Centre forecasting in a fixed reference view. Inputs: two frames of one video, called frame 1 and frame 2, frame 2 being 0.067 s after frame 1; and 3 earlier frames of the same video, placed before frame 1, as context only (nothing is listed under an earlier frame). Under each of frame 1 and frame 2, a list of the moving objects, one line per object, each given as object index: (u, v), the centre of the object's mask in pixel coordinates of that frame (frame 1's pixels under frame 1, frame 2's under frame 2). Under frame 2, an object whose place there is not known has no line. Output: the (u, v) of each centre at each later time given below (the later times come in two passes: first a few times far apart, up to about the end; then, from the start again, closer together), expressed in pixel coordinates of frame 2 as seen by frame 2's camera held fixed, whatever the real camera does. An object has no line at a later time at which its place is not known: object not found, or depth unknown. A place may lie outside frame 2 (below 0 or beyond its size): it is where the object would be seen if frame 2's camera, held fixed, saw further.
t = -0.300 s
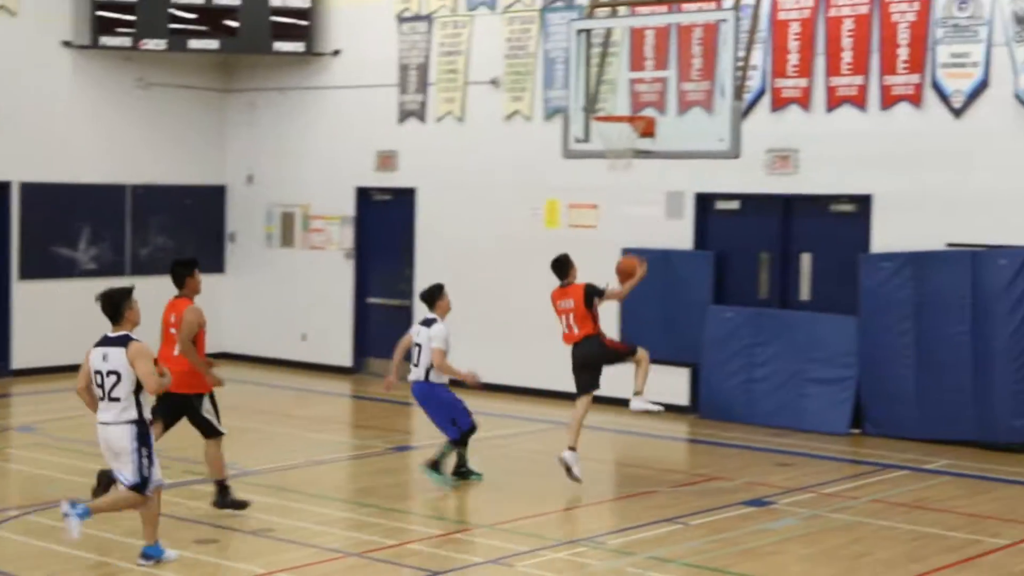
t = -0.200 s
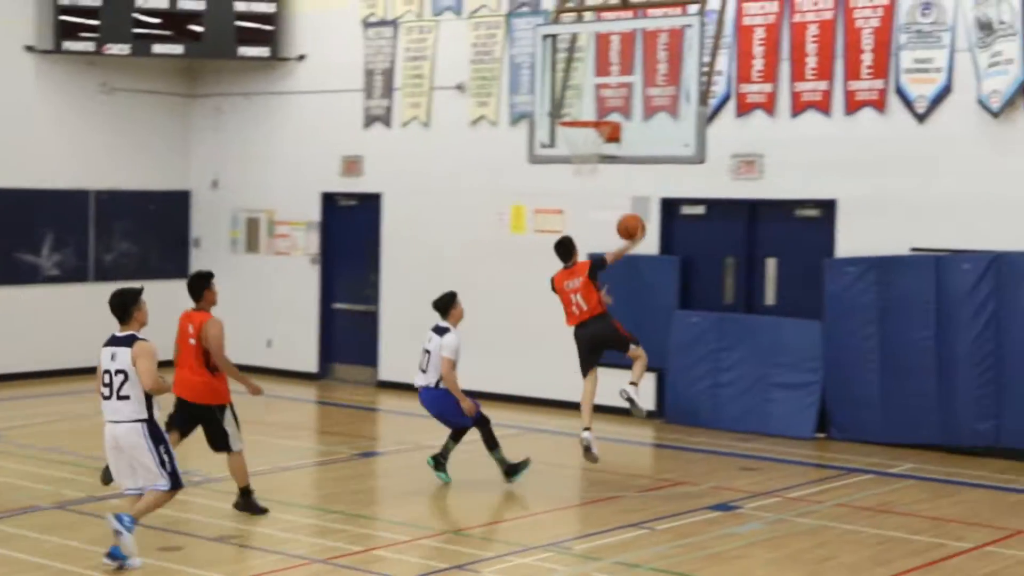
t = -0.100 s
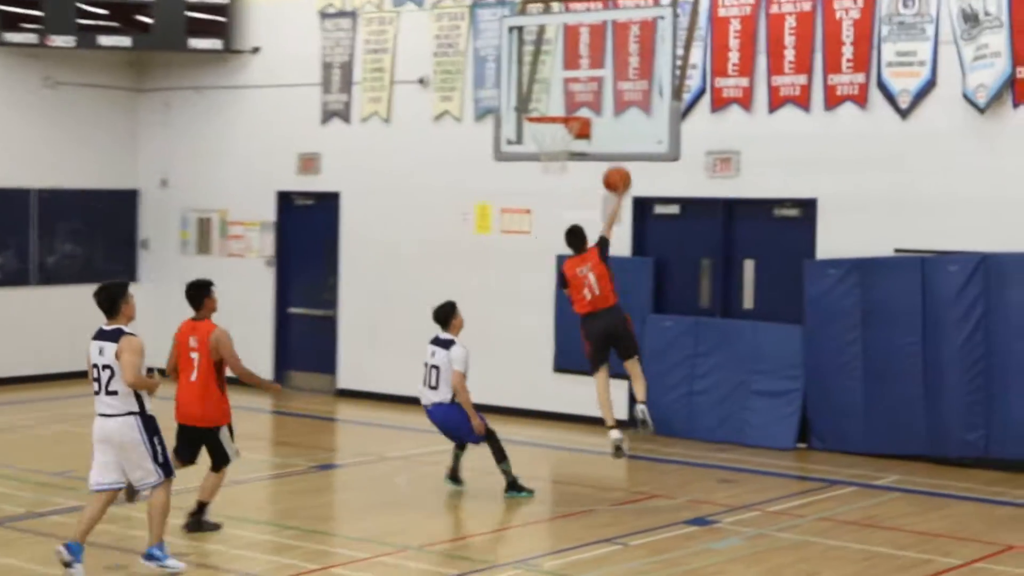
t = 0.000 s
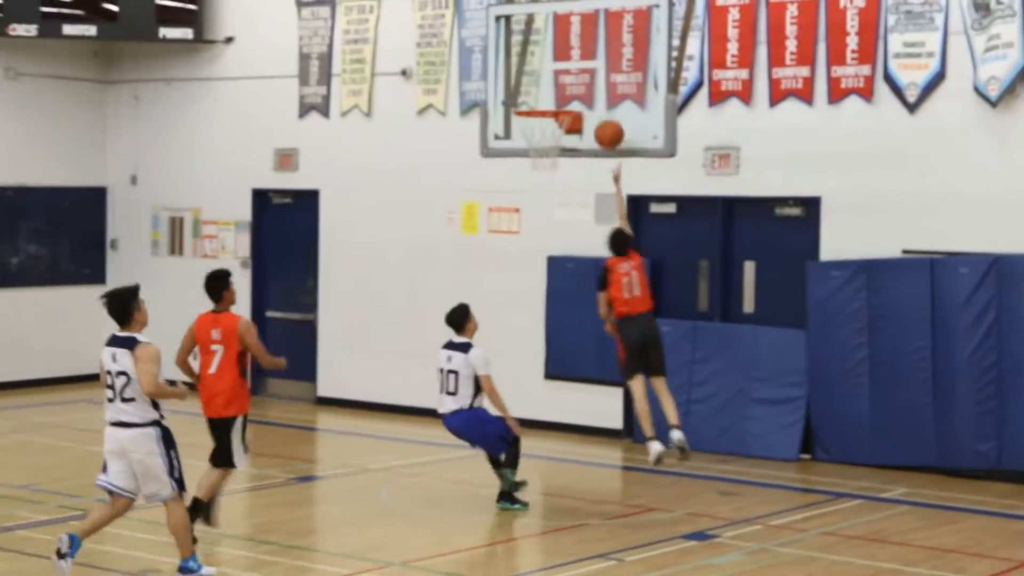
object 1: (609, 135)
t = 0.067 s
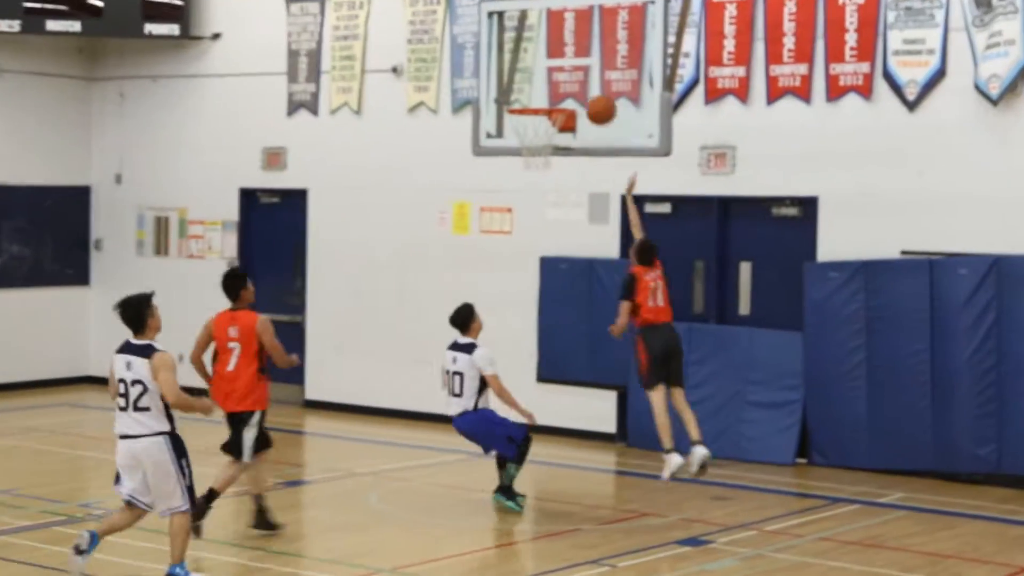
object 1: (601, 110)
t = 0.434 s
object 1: (539, 96)
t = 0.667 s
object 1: (510, 159)
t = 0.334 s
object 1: (558, 84)
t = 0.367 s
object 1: (551, 89)
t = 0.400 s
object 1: (545, 92)
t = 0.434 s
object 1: (539, 96)
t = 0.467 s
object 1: (531, 106)
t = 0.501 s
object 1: (525, 115)
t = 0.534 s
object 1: (519, 126)
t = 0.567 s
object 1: (514, 136)
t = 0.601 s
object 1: (511, 143)
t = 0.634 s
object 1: (510, 150)
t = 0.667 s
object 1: (510, 159)
